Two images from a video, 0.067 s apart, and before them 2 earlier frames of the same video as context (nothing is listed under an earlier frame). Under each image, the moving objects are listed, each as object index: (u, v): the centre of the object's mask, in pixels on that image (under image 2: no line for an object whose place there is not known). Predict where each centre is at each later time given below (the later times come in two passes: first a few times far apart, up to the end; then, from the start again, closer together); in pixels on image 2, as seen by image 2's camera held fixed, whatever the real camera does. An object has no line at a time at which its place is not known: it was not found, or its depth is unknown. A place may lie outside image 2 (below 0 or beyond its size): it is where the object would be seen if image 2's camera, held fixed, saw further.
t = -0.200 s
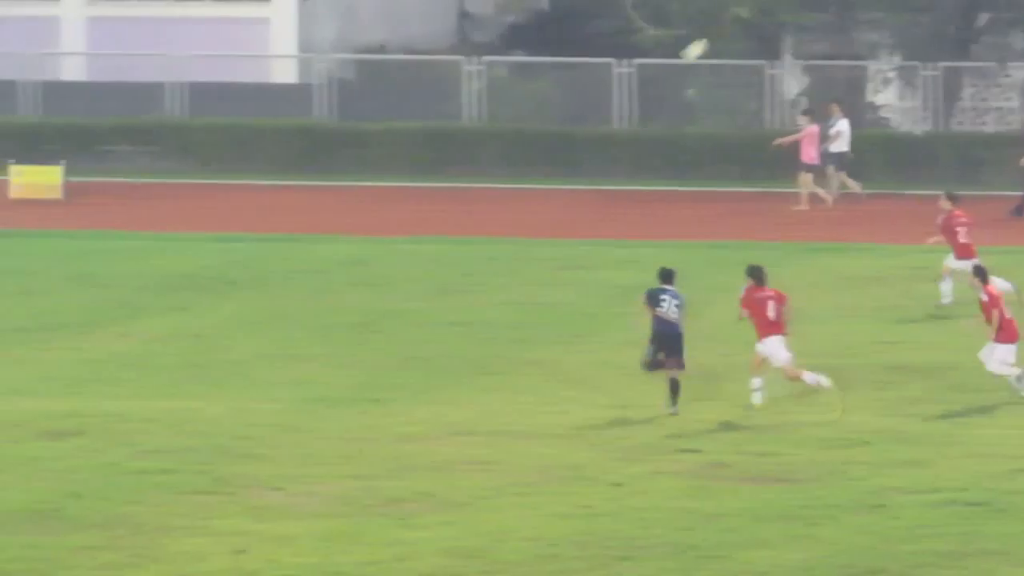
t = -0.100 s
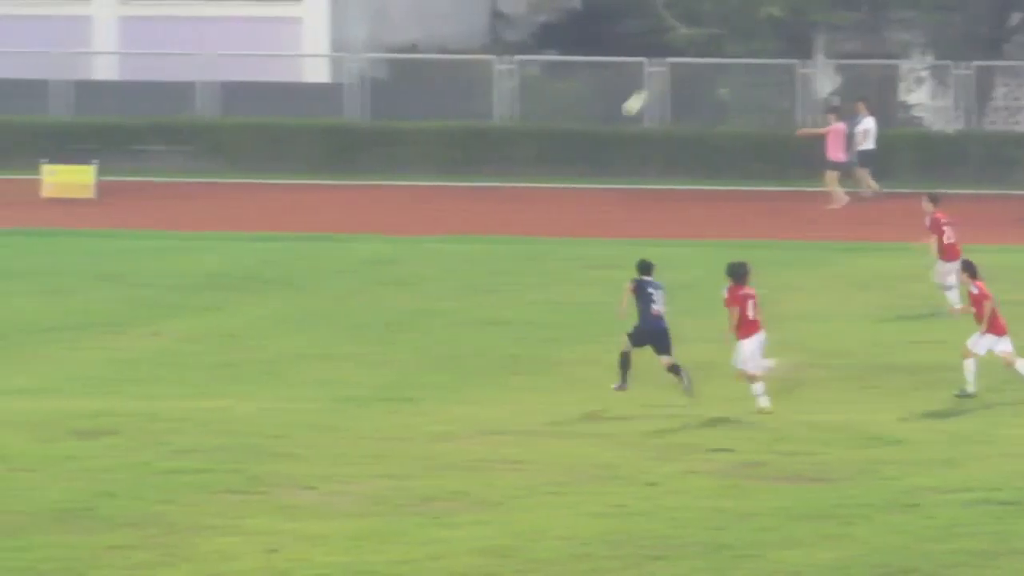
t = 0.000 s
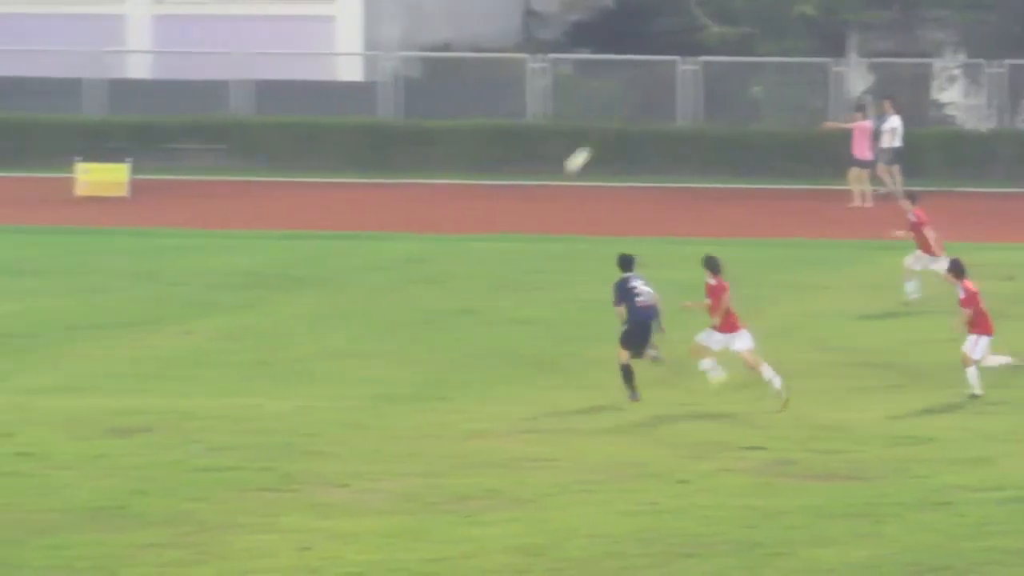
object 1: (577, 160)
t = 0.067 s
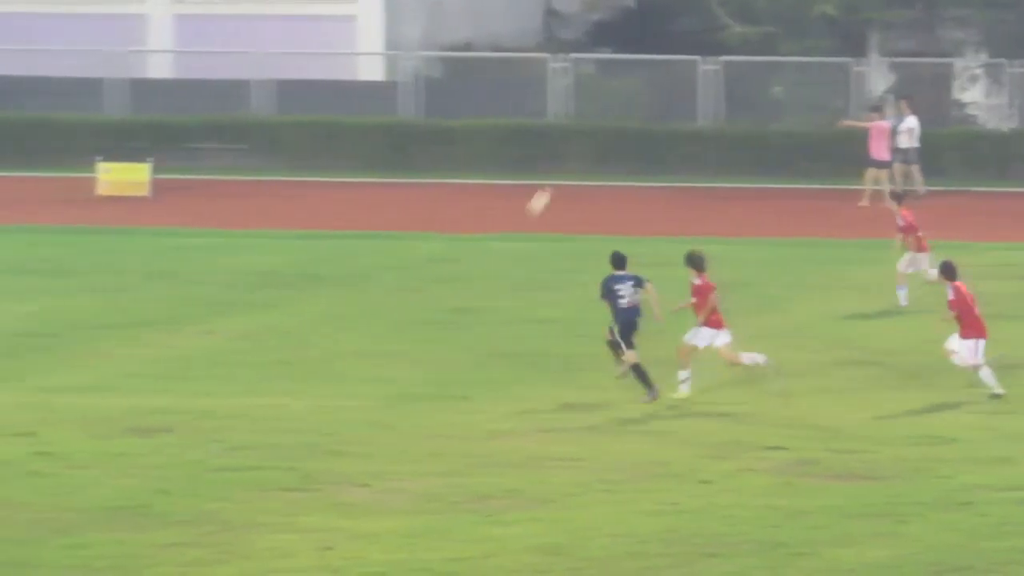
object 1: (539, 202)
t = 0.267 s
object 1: (383, 272)
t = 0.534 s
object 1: (254, 178)
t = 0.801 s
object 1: (122, 139)
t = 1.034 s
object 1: (5, 150)
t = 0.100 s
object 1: (509, 223)
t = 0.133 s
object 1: (480, 245)
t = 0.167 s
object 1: (450, 269)
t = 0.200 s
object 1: (421, 291)
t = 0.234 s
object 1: (400, 288)
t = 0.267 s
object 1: (383, 272)
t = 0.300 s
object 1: (367, 257)
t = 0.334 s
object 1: (352, 243)
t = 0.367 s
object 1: (335, 228)
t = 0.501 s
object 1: (269, 186)
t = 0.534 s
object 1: (254, 178)
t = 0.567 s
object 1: (237, 170)
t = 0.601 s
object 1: (221, 163)
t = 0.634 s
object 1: (204, 157)
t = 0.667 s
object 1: (188, 152)
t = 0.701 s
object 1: (171, 147)
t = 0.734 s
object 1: (155, 144)
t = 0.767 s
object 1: (138, 140)
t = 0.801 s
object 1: (122, 139)
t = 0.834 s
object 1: (105, 138)
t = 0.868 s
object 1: (88, 138)
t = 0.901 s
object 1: (72, 138)
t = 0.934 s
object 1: (55, 140)
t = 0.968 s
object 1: (38, 142)
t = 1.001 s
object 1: (22, 146)
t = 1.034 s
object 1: (5, 150)
